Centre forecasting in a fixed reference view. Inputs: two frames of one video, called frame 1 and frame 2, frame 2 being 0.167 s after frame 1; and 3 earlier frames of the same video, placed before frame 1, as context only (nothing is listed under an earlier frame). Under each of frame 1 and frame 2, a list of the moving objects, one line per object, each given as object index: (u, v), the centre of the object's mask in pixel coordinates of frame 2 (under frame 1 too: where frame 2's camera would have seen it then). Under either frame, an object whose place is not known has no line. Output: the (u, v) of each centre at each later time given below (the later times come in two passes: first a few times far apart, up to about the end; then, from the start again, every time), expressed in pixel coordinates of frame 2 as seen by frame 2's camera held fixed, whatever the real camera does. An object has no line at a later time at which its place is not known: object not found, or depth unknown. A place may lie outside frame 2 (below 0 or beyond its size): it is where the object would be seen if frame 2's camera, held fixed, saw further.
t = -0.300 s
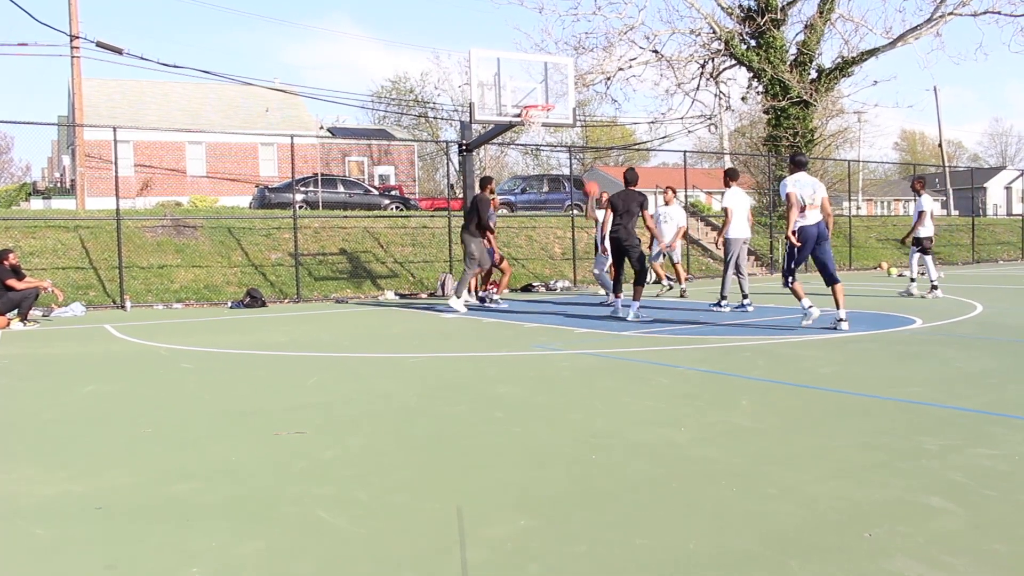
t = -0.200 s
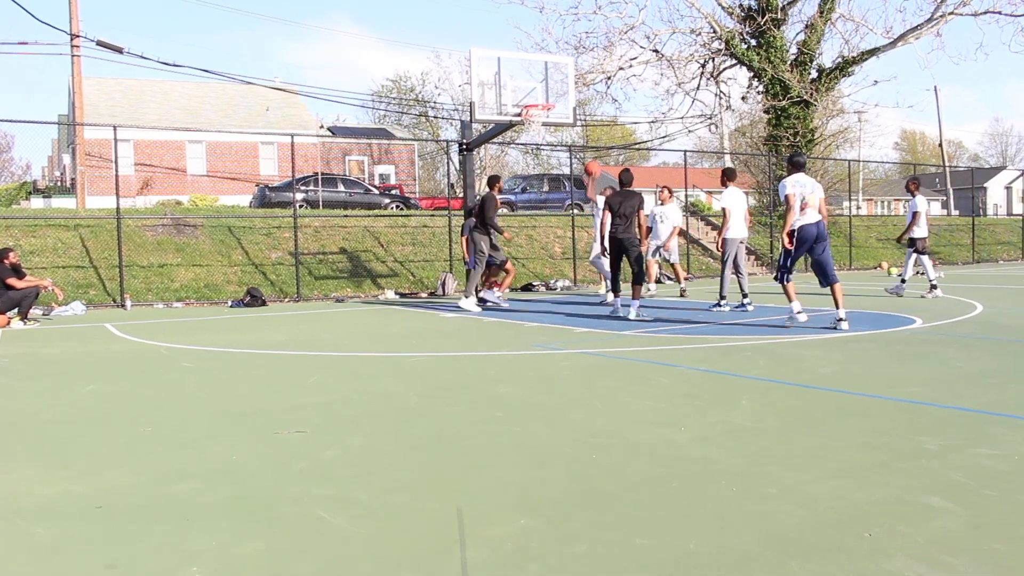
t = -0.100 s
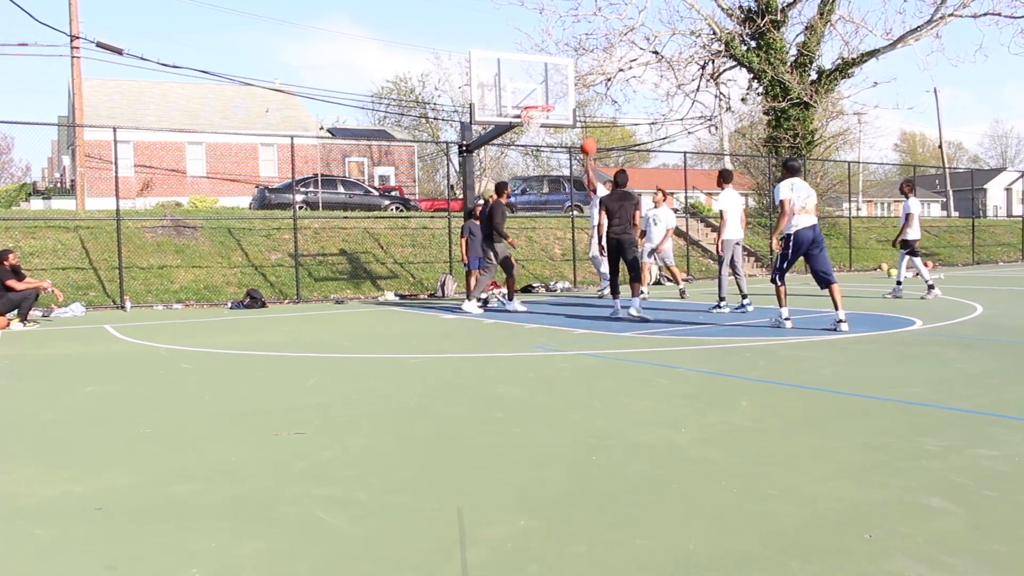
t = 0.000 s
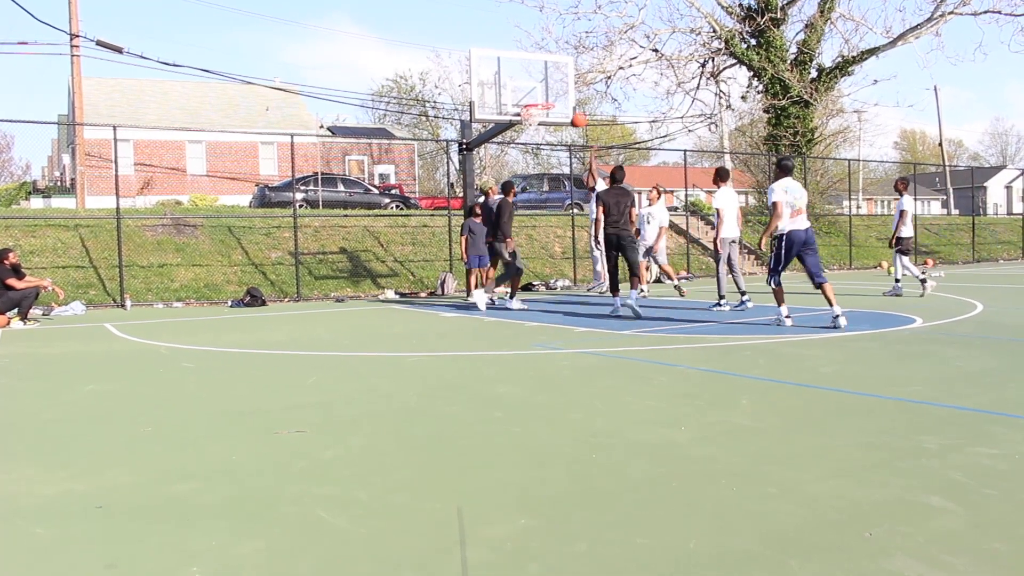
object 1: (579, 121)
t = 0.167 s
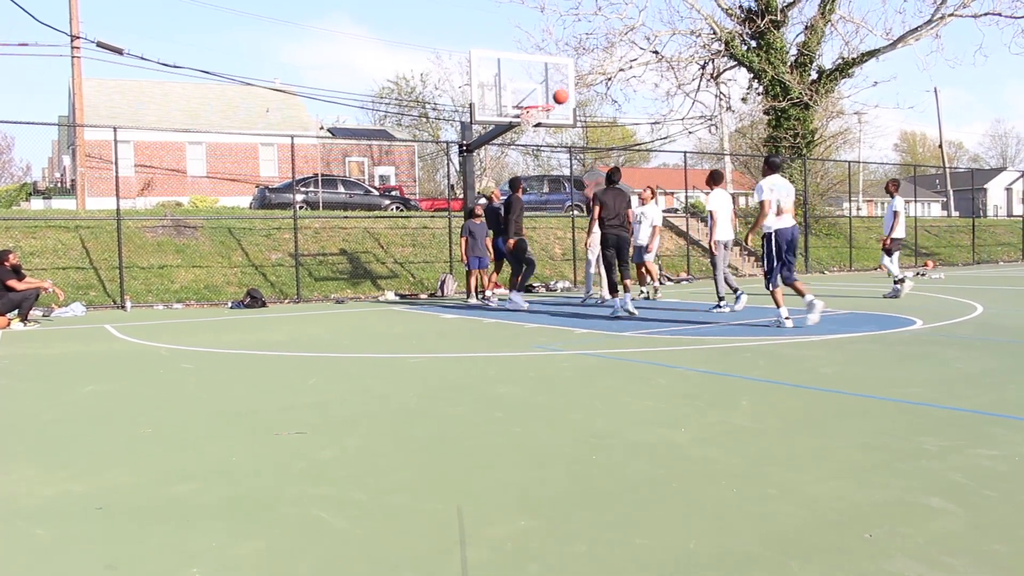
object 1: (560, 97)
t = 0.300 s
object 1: (547, 89)
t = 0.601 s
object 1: (525, 93)
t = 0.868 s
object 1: (522, 95)
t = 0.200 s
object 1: (557, 94)
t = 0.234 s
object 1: (554, 91)
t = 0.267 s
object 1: (550, 90)
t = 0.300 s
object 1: (547, 89)
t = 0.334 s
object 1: (543, 89)
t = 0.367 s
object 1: (540, 90)
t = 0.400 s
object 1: (537, 91)
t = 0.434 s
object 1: (533, 94)
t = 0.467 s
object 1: (530, 96)
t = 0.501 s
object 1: (527, 99)
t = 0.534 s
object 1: (525, 99)
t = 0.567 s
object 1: (525, 96)
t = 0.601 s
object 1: (525, 93)
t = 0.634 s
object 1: (525, 91)
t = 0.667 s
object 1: (525, 89)
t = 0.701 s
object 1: (524, 88)
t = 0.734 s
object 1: (524, 88)
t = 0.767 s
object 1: (524, 89)
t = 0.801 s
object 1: (523, 90)
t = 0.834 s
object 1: (523, 92)
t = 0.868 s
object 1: (522, 95)
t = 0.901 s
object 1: (522, 99)
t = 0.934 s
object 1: (520, 98)
